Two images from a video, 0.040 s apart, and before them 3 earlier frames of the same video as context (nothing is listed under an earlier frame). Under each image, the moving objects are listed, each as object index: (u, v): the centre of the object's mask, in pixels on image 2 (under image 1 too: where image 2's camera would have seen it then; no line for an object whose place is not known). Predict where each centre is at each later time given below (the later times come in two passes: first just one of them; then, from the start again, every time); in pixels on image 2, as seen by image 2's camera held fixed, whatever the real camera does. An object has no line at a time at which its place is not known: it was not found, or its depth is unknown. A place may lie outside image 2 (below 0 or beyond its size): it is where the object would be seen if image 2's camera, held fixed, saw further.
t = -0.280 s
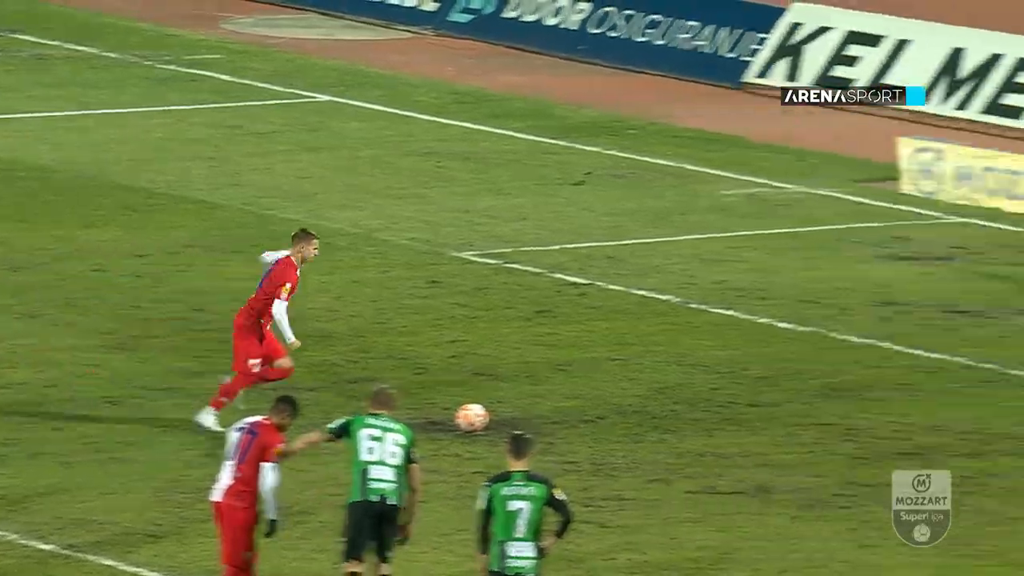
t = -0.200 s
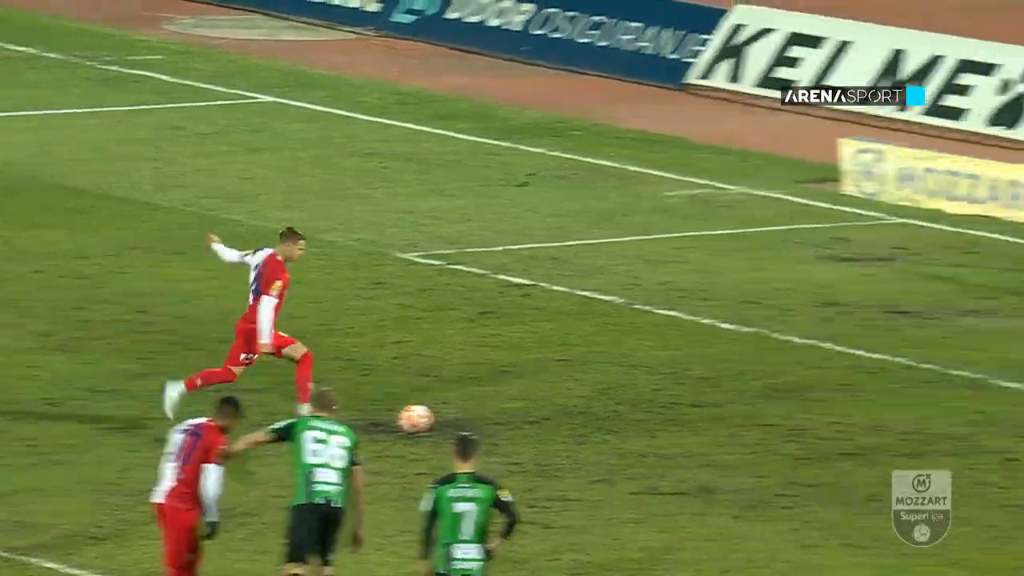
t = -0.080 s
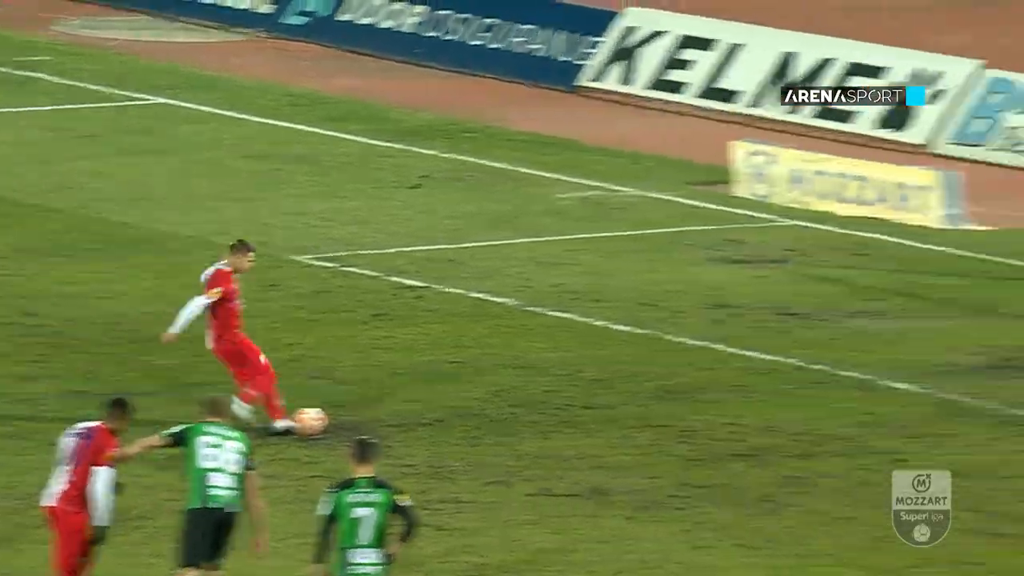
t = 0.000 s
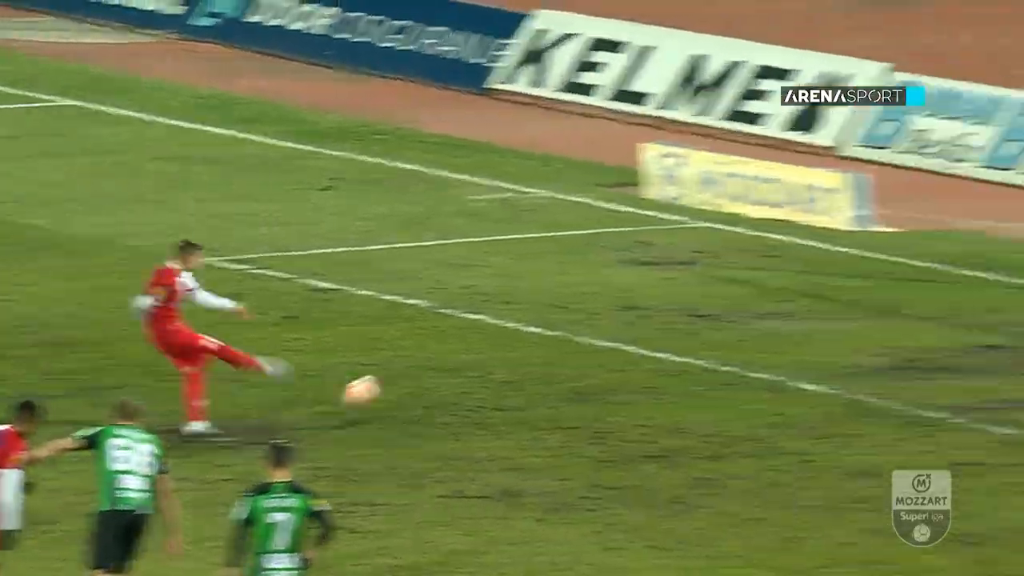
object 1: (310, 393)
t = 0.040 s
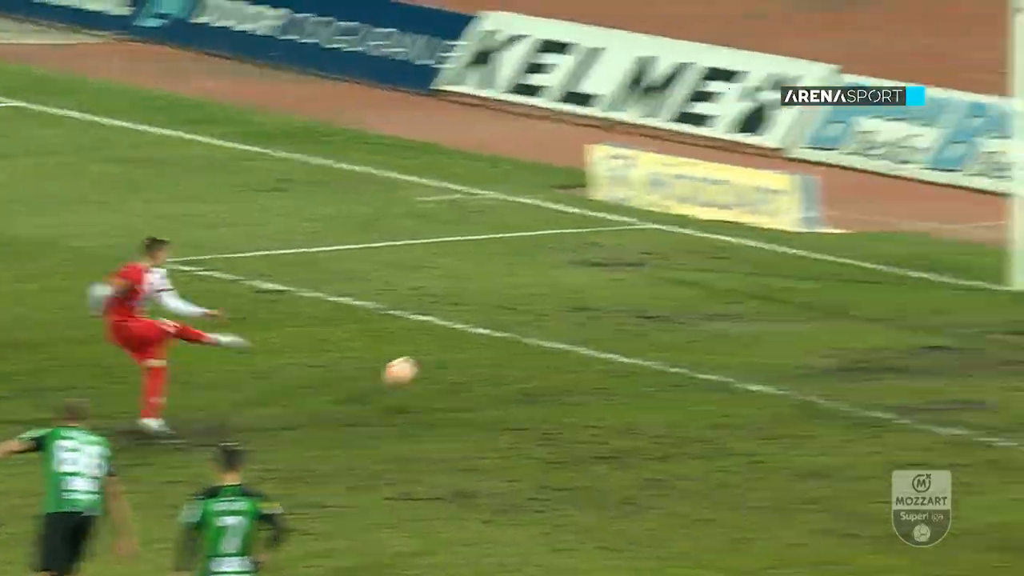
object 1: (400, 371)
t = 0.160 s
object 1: (641, 335)
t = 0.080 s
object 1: (485, 355)
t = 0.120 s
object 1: (565, 343)
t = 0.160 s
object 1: (641, 335)
